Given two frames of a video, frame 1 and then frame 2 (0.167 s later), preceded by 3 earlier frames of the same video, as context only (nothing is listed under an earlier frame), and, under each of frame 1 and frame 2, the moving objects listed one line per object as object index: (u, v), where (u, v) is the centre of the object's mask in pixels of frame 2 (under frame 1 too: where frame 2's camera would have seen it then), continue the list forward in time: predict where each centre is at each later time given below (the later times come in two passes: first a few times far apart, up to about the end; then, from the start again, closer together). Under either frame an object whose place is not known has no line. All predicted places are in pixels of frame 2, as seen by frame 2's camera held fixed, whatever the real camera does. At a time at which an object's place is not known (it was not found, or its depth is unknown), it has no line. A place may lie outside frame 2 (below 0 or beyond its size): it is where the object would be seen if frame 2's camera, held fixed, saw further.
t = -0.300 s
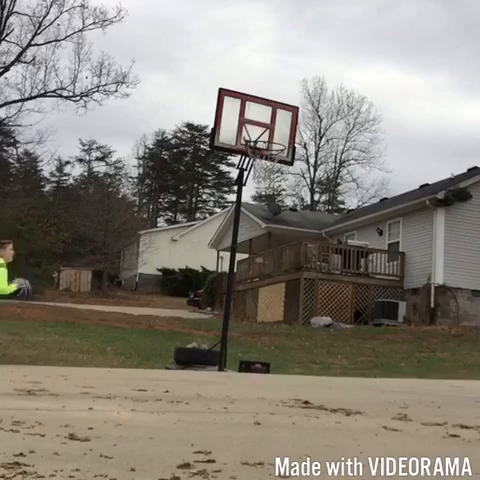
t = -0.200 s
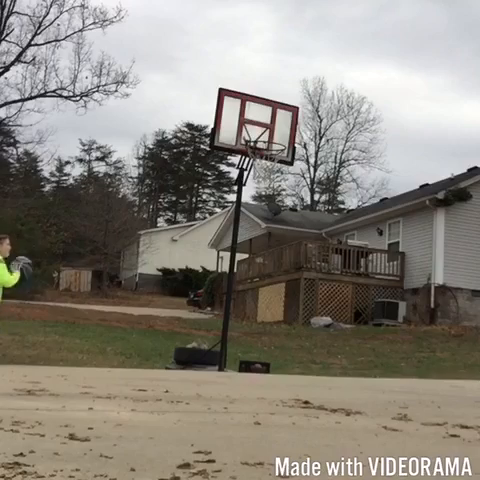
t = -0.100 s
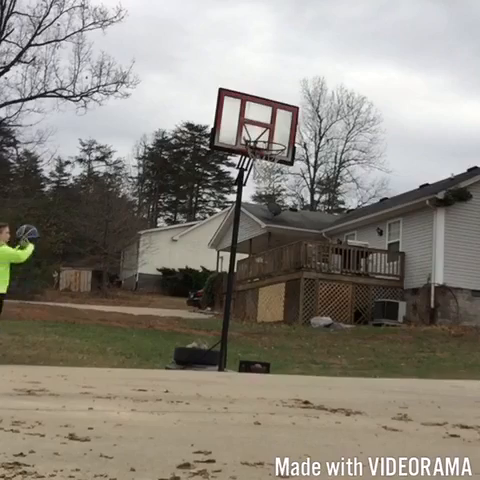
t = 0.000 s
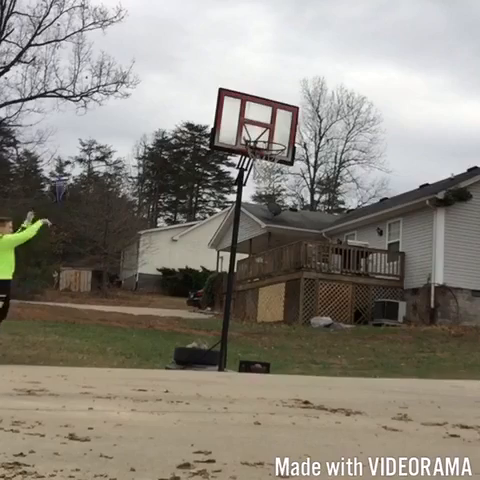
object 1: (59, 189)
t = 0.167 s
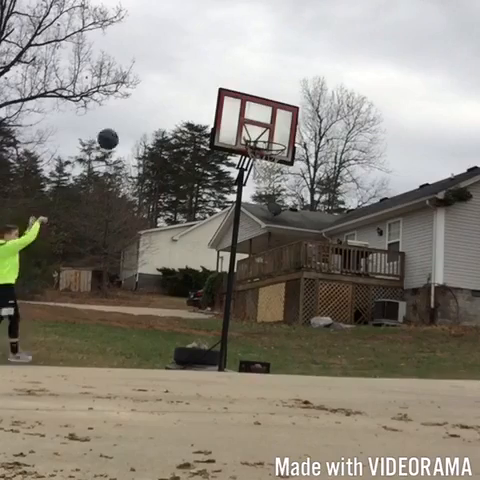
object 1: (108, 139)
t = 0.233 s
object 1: (126, 125)
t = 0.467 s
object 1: (185, 104)
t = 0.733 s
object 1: (246, 133)
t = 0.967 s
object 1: (237, 138)
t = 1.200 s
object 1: (222, 190)
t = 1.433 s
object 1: (199, 303)
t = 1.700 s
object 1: (178, 273)
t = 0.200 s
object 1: (117, 131)
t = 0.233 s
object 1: (126, 125)
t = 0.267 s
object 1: (135, 119)
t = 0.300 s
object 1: (144, 114)
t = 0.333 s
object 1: (153, 110)
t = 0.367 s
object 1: (161, 107)
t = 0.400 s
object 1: (169, 106)
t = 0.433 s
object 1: (178, 104)
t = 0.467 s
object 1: (185, 104)
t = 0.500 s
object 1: (193, 105)
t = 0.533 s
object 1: (201, 106)
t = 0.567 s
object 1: (208, 109)
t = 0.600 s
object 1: (216, 111)
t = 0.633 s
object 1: (224, 116)
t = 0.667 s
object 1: (231, 121)
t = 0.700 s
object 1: (238, 126)
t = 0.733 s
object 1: (246, 133)
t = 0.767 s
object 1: (247, 134)
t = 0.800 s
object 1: (245, 133)
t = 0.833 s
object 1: (243, 133)
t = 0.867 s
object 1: (242, 133)
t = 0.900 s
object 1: (241, 134)
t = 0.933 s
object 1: (239, 136)
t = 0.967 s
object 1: (237, 138)
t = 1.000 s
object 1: (236, 141)
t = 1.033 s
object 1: (232, 147)
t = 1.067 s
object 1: (231, 153)
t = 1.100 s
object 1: (230, 161)
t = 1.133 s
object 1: (226, 169)
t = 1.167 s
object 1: (224, 179)
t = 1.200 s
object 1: (222, 190)
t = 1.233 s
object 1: (217, 202)
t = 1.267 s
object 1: (216, 216)
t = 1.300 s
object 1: (212, 231)
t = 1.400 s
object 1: (202, 283)
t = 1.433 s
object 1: (199, 303)
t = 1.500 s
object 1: (189, 352)
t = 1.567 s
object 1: (185, 339)
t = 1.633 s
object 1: (182, 303)
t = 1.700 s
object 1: (178, 273)
